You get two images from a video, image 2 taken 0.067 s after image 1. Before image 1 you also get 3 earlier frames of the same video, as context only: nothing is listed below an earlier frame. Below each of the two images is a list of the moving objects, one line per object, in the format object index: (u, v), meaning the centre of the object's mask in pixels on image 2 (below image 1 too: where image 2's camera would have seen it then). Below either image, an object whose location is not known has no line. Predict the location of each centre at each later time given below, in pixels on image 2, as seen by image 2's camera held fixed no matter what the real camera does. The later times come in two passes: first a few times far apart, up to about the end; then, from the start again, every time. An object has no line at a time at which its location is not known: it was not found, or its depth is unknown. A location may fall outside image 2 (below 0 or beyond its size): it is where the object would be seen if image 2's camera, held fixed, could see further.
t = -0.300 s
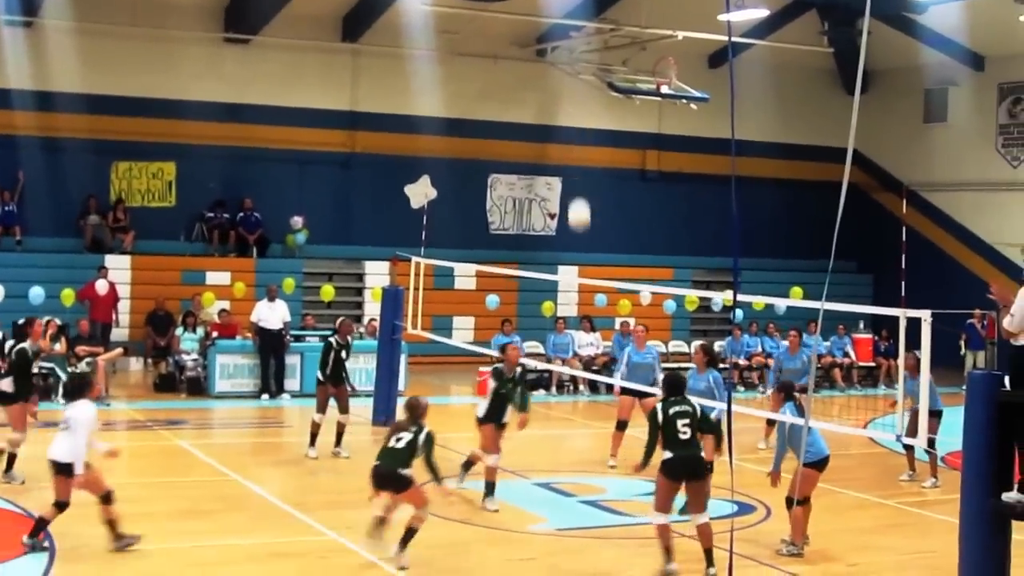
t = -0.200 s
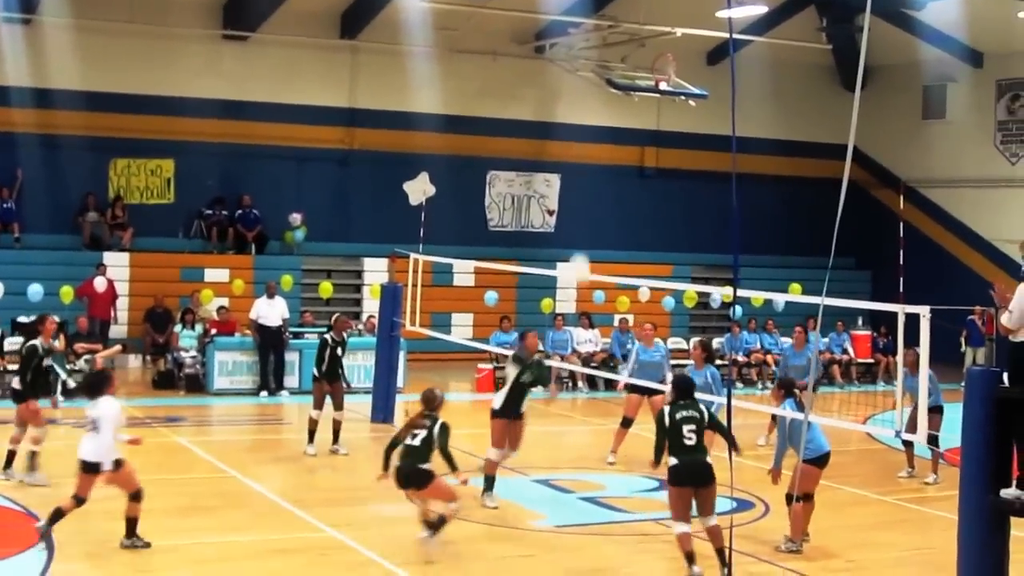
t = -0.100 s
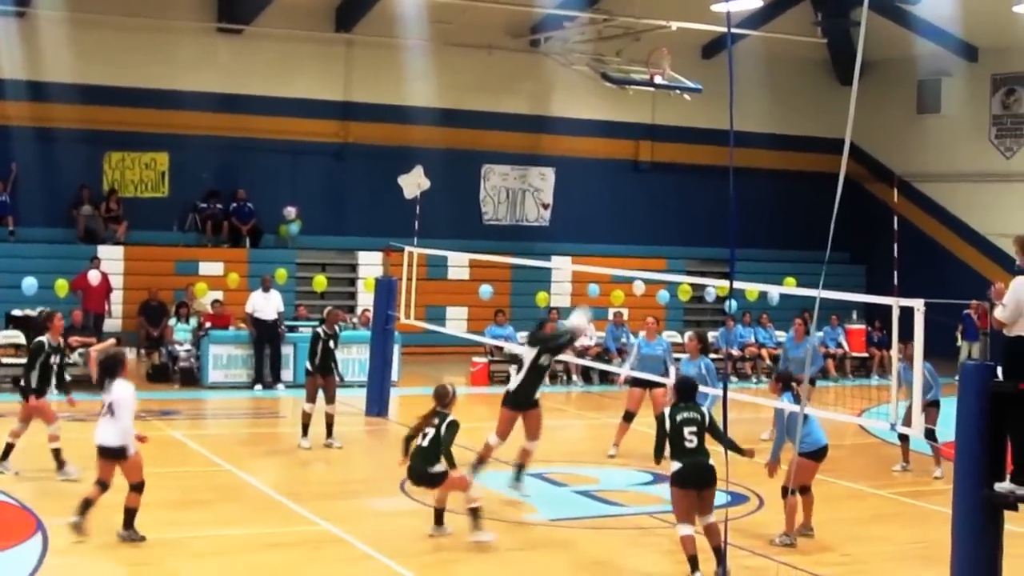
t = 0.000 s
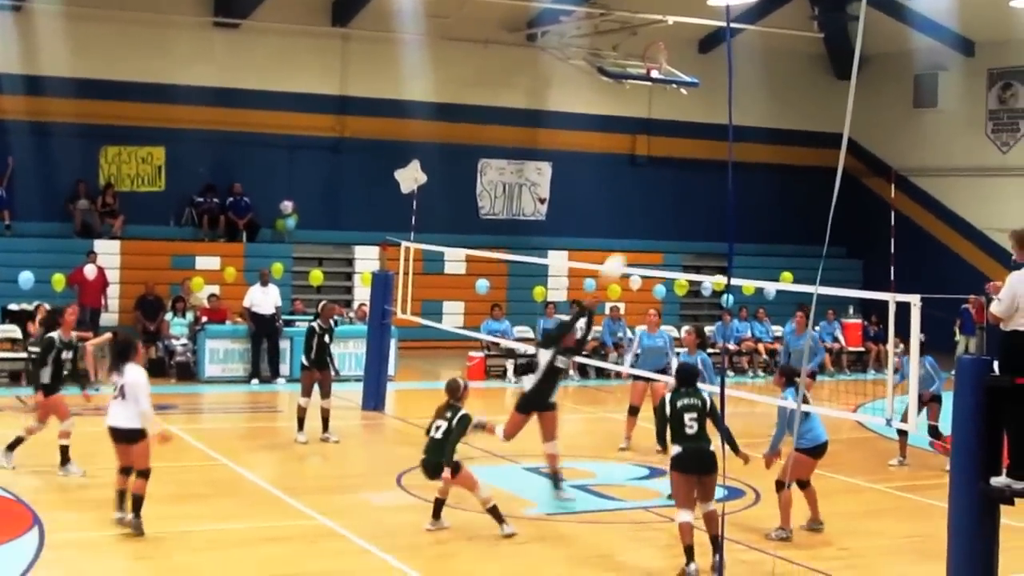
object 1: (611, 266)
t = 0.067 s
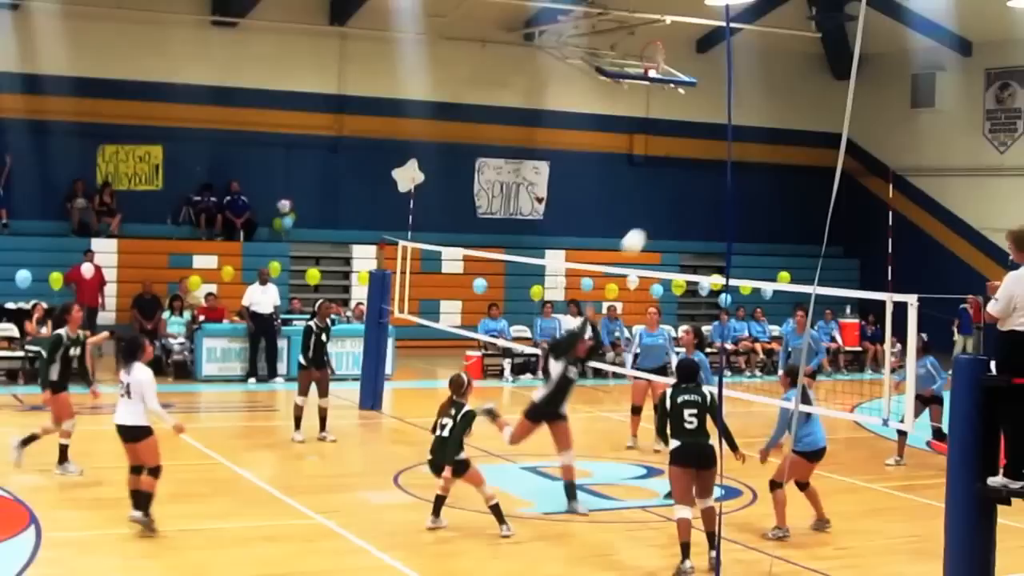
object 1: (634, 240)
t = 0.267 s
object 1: (693, 200)
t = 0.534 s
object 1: (759, 208)
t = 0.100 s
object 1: (644, 232)
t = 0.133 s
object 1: (654, 223)
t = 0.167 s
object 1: (664, 215)
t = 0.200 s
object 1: (674, 209)
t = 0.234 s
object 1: (683, 204)
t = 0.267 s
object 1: (693, 200)
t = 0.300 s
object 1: (702, 197)
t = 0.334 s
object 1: (710, 196)
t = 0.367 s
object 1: (718, 195)
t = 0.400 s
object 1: (728, 195)
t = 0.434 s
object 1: (736, 197)
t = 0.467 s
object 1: (743, 200)
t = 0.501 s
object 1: (751, 204)
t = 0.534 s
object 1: (759, 208)
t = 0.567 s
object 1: (766, 214)
